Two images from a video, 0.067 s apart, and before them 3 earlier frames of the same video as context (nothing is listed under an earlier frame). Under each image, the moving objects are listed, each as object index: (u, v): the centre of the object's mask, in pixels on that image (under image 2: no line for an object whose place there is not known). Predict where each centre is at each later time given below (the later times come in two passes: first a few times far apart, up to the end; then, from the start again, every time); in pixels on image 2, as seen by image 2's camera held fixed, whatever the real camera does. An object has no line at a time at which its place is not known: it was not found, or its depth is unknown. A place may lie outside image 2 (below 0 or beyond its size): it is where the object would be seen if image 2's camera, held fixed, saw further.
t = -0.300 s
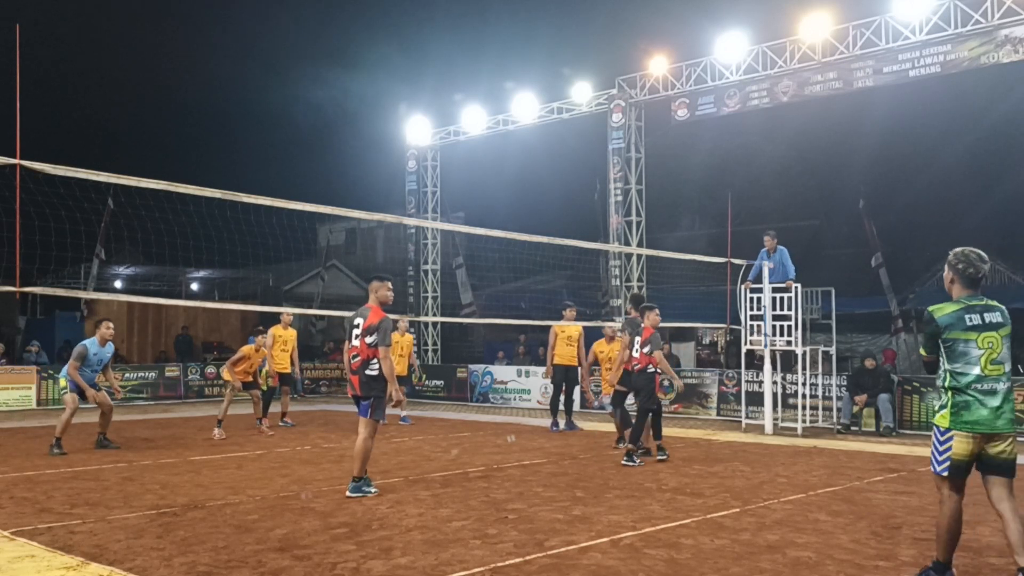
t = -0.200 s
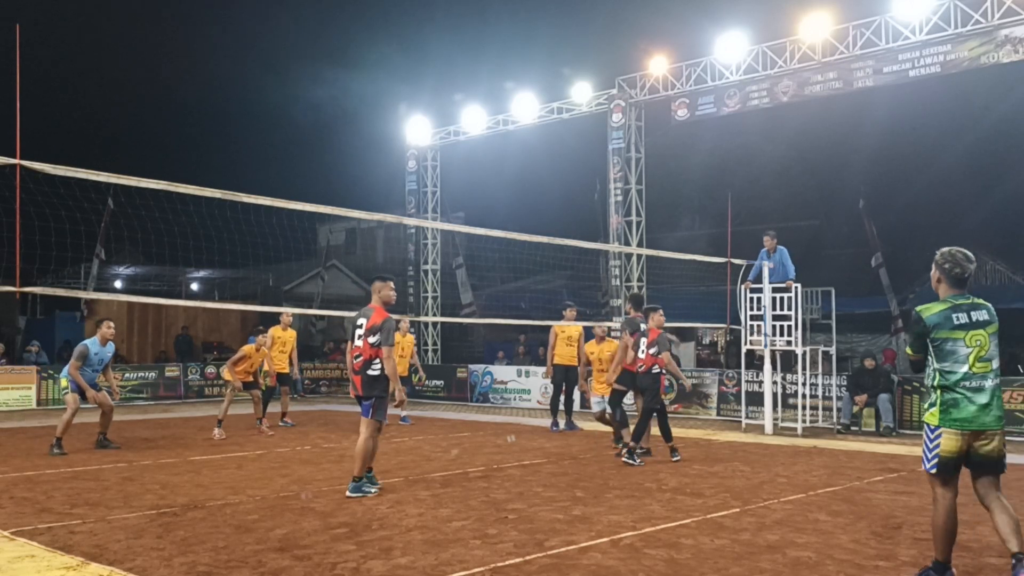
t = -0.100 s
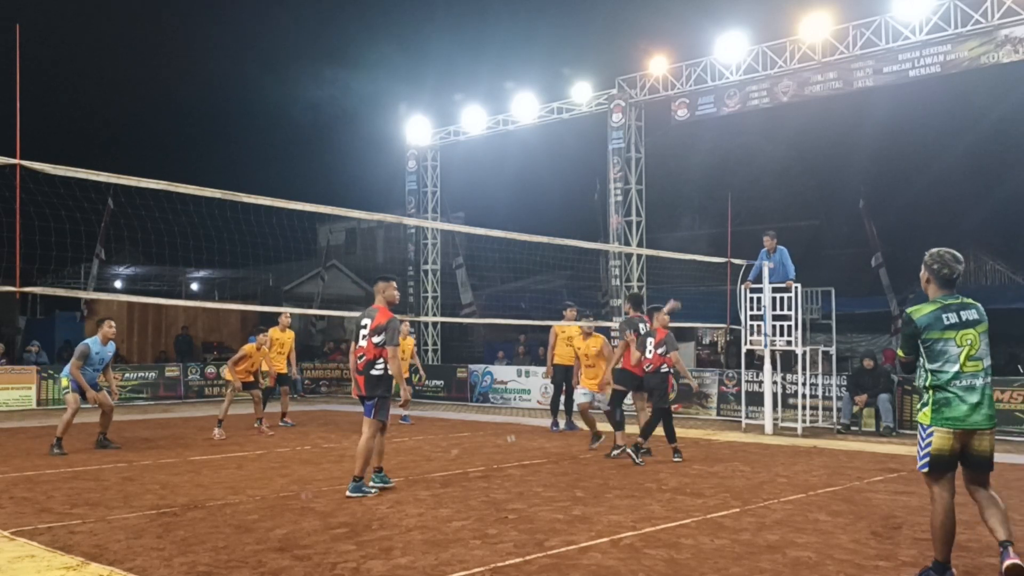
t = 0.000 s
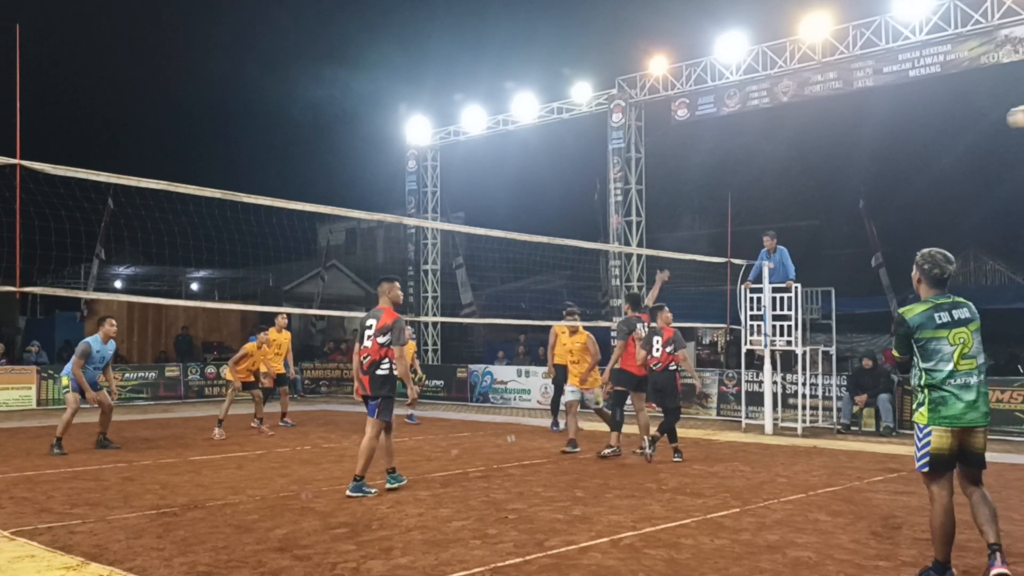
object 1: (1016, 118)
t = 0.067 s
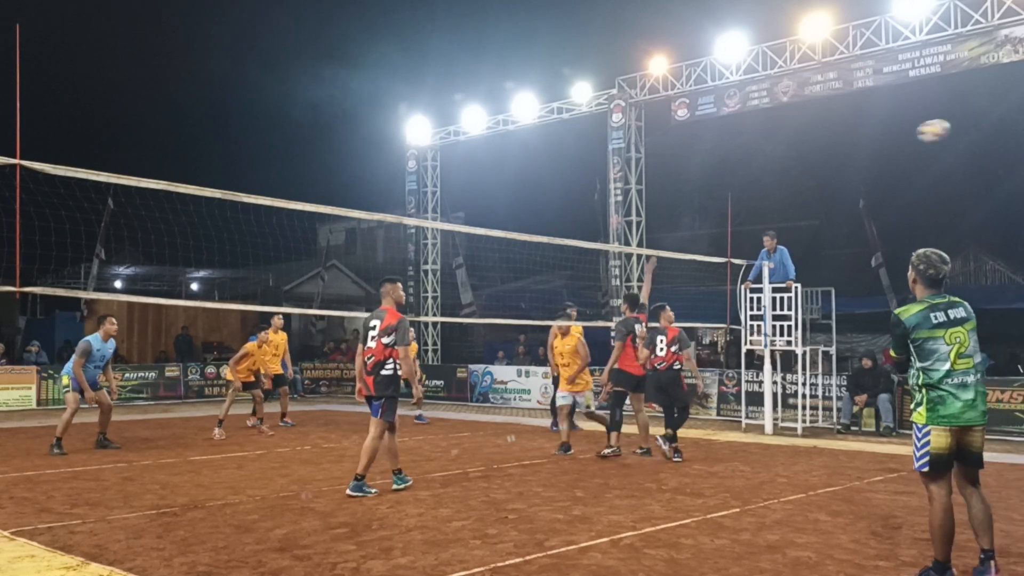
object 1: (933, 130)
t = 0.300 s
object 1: (704, 194)
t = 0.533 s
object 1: (562, 270)
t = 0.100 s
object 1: (892, 138)
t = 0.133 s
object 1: (855, 147)
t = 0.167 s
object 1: (820, 155)
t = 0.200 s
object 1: (788, 164)
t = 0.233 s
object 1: (758, 174)
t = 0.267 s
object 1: (730, 184)
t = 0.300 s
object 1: (704, 194)
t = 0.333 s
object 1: (680, 205)
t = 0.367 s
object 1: (657, 216)
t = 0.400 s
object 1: (636, 225)
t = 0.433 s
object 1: (616, 237)
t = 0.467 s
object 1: (597, 248)
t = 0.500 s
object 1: (579, 258)
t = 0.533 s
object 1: (562, 270)
